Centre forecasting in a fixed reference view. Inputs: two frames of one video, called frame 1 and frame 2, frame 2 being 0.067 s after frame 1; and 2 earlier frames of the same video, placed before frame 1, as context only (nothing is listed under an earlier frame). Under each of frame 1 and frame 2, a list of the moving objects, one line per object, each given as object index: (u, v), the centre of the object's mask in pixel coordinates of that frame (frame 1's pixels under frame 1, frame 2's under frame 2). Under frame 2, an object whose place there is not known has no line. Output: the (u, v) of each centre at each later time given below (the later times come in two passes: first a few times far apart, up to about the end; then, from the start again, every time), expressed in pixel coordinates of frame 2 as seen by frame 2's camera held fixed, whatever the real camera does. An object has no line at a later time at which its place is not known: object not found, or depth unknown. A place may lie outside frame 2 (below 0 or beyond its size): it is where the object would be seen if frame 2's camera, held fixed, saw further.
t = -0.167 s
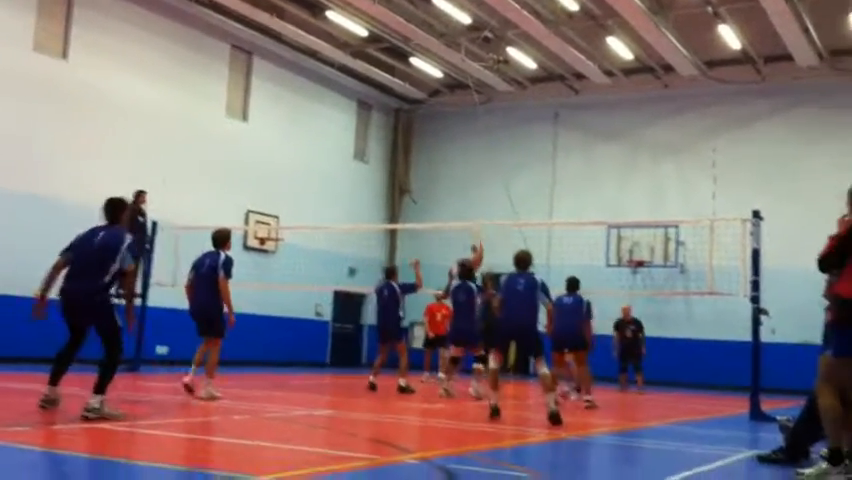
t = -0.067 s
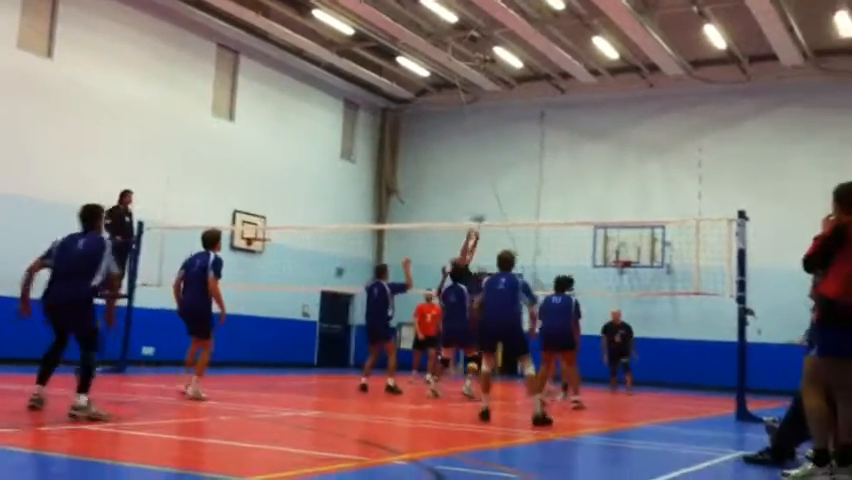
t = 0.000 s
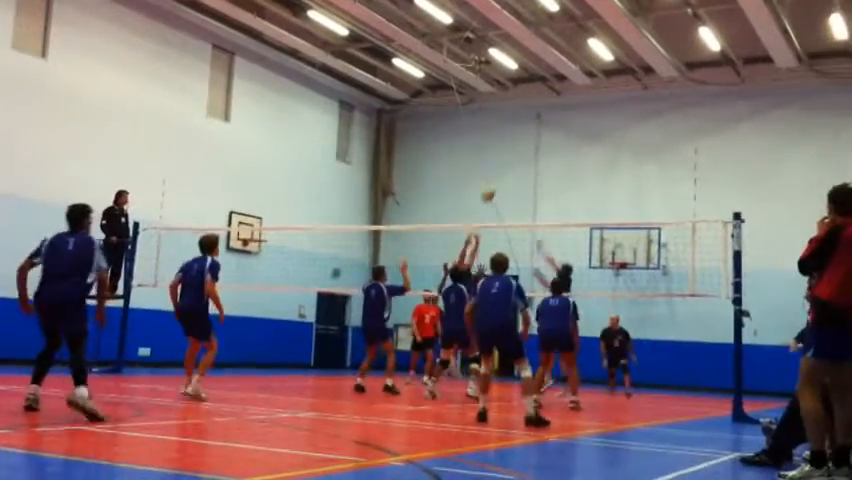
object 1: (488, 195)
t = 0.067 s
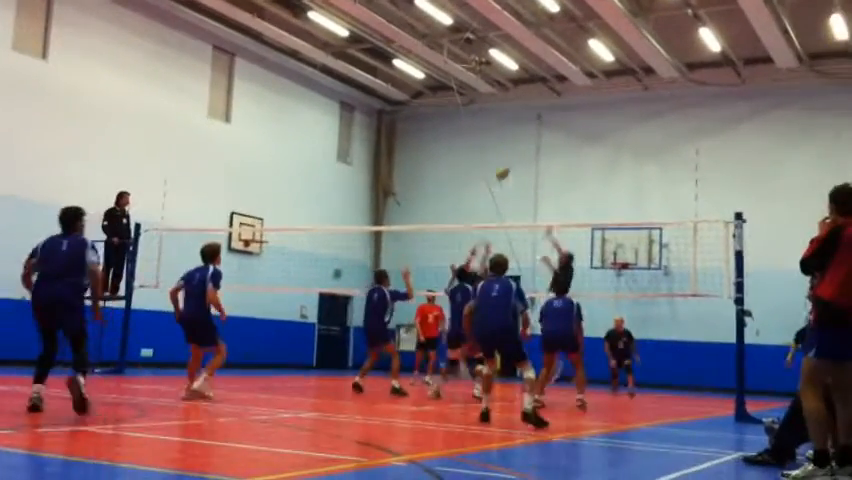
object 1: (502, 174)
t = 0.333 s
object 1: (555, 109)
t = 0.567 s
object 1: (600, 91)
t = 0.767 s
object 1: (638, 101)
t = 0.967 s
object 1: (675, 137)
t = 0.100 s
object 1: (509, 164)
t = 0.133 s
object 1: (515, 153)
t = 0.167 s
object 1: (522, 144)
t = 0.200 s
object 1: (528, 136)
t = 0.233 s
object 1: (535, 132)
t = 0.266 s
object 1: (542, 121)
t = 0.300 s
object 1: (549, 115)
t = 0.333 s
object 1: (555, 109)
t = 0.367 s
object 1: (562, 104)
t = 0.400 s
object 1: (569, 100)
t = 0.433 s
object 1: (573, 99)
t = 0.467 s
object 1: (581, 95)
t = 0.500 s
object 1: (587, 93)
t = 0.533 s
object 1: (594, 93)
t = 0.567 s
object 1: (600, 91)
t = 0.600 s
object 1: (606, 92)
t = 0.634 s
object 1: (612, 93)
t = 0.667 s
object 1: (619, 94)
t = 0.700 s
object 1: (626, 96)
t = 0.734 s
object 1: (632, 98)
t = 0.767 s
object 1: (638, 101)
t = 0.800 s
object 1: (645, 106)
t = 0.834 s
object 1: (651, 110)
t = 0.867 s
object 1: (657, 115)
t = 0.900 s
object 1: (664, 122)
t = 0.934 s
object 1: (670, 129)
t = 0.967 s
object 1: (675, 137)
